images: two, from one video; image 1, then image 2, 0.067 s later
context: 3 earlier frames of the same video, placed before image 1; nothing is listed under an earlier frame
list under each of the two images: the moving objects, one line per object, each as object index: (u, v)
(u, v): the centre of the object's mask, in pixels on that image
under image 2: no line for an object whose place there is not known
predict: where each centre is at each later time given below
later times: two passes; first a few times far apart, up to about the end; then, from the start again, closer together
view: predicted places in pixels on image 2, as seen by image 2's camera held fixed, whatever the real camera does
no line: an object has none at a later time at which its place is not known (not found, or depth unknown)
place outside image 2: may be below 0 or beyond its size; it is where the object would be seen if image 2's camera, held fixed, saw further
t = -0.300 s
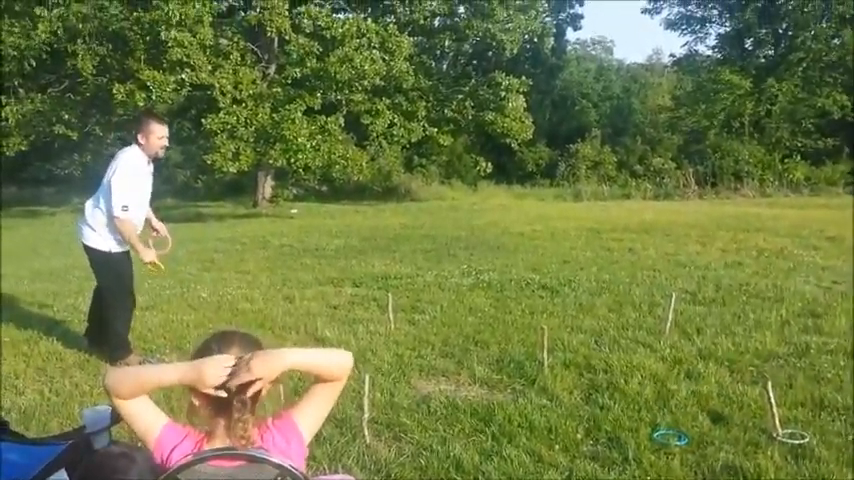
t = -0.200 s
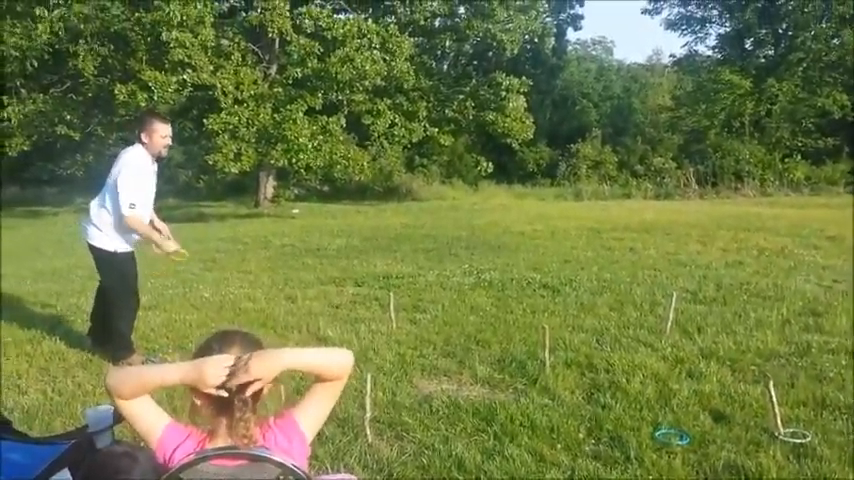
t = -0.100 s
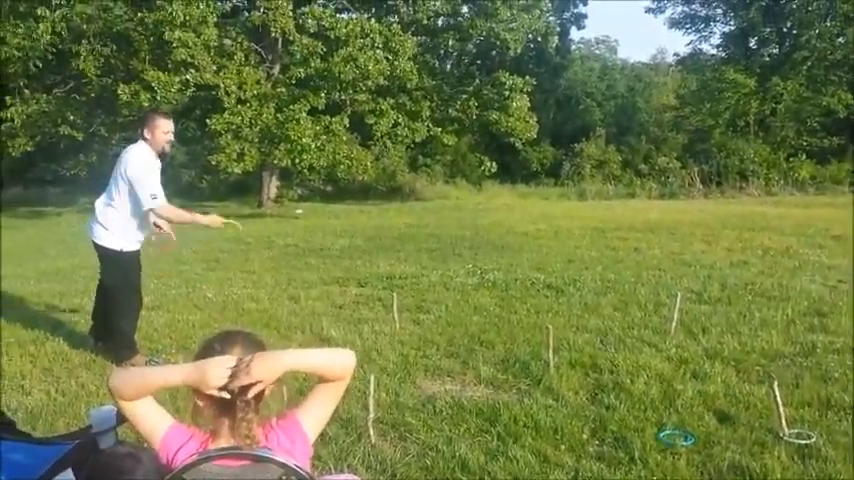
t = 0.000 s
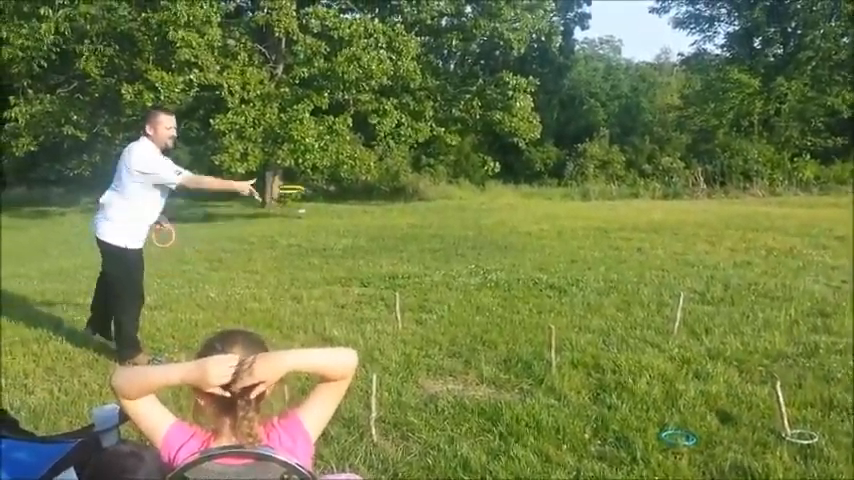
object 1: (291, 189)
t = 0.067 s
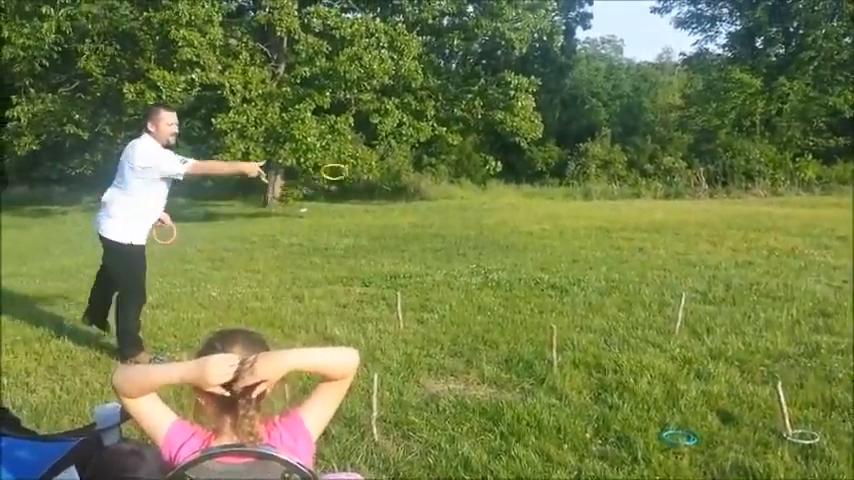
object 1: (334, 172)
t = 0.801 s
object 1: (846, 422)
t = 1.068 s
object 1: (833, 416)
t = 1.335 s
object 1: (832, 423)
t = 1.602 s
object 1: (831, 434)
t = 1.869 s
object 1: (833, 434)
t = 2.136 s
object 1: (833, 434)
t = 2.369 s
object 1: (832, 431)
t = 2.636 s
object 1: (835, 430)
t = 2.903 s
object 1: (834, 431)
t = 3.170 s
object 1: (835, 430)
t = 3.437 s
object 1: (835, 433)
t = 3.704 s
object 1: (834, 434)
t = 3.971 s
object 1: (835, 434)
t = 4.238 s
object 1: (836, 430)
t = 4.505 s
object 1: (835, 431)
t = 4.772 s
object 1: (834, 434)
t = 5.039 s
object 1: (834, 434)
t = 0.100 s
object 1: (356, 166)
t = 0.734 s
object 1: (850, 432)
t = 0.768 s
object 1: (842, 433)
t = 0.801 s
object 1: (846, 422)
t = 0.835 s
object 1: (844, 425)
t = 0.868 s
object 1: (842, 421)
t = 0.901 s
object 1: (839, 419)
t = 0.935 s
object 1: (836, 419)
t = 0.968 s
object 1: (834, 422)
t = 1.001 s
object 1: (836, 414)
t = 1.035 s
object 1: (834, 416)
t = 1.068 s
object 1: (833, 416)
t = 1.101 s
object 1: (830, 414)
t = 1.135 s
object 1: (831, 415)
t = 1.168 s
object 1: (831, 415)
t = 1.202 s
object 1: (832, 416)
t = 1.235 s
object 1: (830, 416)
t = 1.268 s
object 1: (830, 417)
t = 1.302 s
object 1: (829, 420)
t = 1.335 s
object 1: (832, 423)
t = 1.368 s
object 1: (844, 434)
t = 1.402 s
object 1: (835, 436)
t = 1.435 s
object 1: (832, 437)
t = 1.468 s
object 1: (833, 435)
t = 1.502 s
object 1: (831, 435)
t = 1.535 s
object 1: (831, 435)
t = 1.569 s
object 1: (830, 431)
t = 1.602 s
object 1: (831, 434)
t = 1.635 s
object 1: (829, 432)
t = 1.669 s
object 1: (830, 432)
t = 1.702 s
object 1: (829, 431)
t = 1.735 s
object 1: (830, 431)
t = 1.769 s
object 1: (833, 431)
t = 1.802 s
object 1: (832, 431)
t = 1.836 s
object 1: (833, 434)
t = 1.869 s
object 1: (833, 434)
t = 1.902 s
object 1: (833, 432)
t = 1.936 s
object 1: (833, 432)
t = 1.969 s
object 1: (832, 434)
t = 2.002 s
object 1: (832, 434)
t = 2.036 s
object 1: (832, 434)
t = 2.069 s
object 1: (833, 434)
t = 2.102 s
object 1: (833, 434)
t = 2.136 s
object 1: (833, 434)
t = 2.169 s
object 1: (832, 434)
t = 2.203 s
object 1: (833, 434)
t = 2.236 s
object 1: (832, 434)
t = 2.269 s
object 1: (833, 434)
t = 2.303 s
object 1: (833, 434)
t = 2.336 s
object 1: (833, 434)
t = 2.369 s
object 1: (832, 431)
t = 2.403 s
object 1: (833, 434)
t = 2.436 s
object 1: (833, 434)
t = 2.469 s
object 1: (833, 434)
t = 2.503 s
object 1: (833, 431)
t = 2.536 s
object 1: (833, 431)
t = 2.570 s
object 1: (834, 433)
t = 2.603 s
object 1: (832, 431)
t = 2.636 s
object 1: (835, 430)
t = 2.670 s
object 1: (835, 430)
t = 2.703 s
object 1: (833, 430)
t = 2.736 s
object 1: (834, 431)
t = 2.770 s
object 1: (835, 431)
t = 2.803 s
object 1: (834, 433)
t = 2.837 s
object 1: (834, 433)
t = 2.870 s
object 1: (834, 431)
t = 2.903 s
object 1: (834, 431)
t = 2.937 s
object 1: (835, 431)
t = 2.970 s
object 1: (835, 431)
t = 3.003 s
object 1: (836, 430)
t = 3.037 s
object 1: (836, 431)
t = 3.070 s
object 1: (834, 433)
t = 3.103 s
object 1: (835, 433)
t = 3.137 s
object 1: (834, 433)
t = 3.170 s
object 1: (835, 430)
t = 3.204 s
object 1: (837, 430)
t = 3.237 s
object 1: (837, 430)
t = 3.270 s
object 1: (835, 433)
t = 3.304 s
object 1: (835, 433)
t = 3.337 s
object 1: (834, 433)
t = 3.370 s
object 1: (835, 433)
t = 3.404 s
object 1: (835, 434)
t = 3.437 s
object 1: (835, 433)
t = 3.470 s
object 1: (834, 433)
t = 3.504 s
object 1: (834, 433)
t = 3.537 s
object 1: (834, 433)
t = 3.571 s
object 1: (835, 433)
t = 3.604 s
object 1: (835, 433)
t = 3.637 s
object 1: (835, 433)
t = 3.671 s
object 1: (835, 433)
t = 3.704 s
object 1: (834, 434)
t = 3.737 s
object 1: (834, 433)
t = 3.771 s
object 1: (834, 433)
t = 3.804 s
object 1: (835, 434)
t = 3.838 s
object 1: (835, 433)
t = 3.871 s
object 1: (835, 433)
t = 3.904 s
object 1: (835, 433)
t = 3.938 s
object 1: (834, 433)
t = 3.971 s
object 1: (835, 434)
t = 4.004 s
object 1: (835, 433)
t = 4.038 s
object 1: (835, 433)
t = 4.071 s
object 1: (835, 433)
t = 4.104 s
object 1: (835, 433)
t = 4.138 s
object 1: (834, 433)
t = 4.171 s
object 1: (835, 434)
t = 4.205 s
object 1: (835, 431)
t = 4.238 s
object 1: (836, 430)
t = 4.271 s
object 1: (837, 432)
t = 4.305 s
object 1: (835, 433)
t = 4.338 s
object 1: (835, 434)
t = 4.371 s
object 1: (835, 434)
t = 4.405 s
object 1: (835, 434)
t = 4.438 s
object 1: (834, 434)
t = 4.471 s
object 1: (836, 431)
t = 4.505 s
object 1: (835, 431)
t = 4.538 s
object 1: (836, 430)
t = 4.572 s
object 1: (836, 430)
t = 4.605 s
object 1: (836, 431)
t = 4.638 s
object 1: (835, 431)
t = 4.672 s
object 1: (835, 433)
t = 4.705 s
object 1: (835, 434)
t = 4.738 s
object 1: (834, 434)
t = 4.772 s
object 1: (834, 434)
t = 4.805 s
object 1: (836, 431)
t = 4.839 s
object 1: (835, 431)
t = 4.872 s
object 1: (836, 430)
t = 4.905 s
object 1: (834, 431)
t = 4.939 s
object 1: (834, 434)
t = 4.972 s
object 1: (834, 434)
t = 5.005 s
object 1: (834, 434)
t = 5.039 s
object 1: (834, 434)
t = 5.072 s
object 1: (834, 434)
